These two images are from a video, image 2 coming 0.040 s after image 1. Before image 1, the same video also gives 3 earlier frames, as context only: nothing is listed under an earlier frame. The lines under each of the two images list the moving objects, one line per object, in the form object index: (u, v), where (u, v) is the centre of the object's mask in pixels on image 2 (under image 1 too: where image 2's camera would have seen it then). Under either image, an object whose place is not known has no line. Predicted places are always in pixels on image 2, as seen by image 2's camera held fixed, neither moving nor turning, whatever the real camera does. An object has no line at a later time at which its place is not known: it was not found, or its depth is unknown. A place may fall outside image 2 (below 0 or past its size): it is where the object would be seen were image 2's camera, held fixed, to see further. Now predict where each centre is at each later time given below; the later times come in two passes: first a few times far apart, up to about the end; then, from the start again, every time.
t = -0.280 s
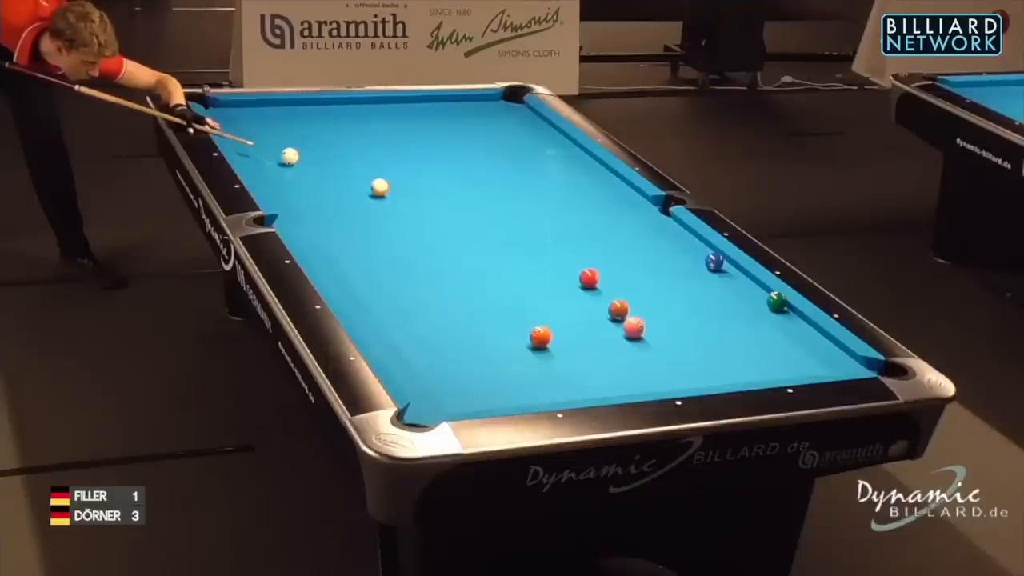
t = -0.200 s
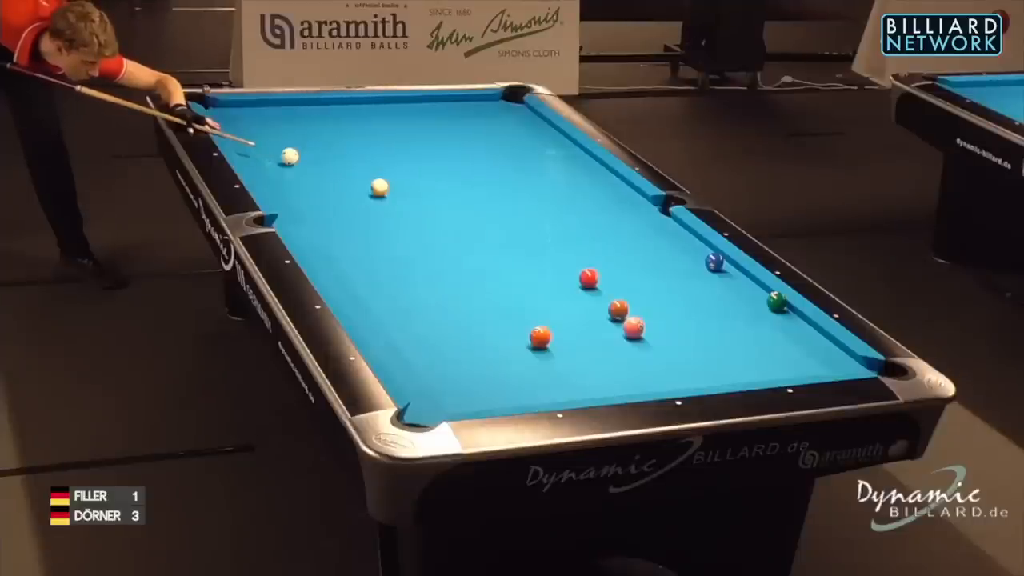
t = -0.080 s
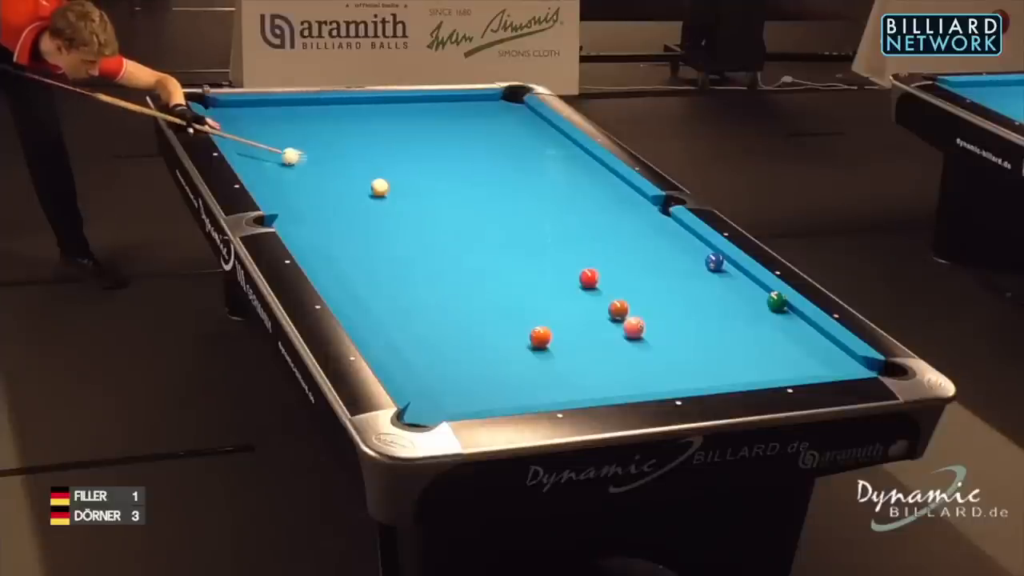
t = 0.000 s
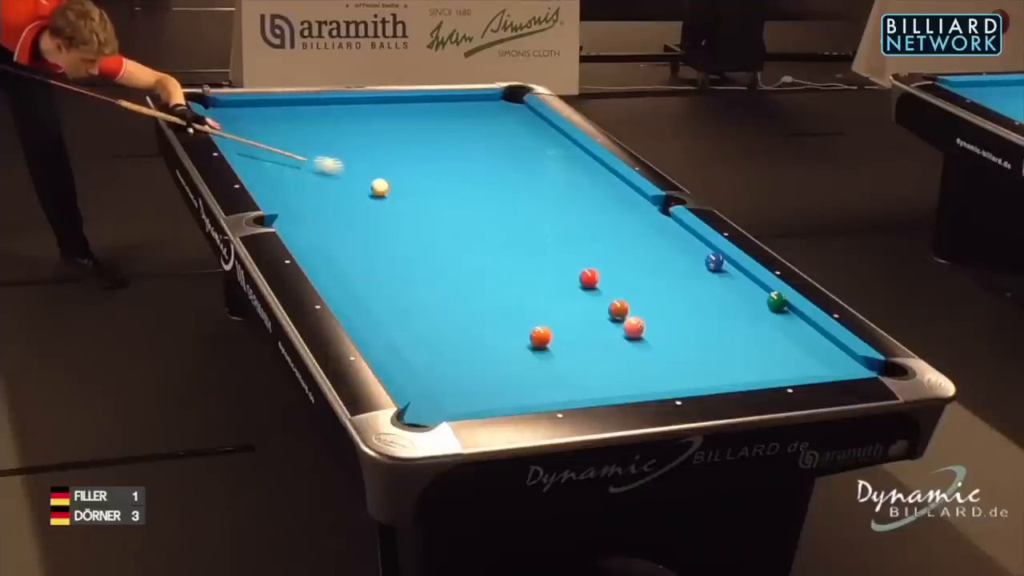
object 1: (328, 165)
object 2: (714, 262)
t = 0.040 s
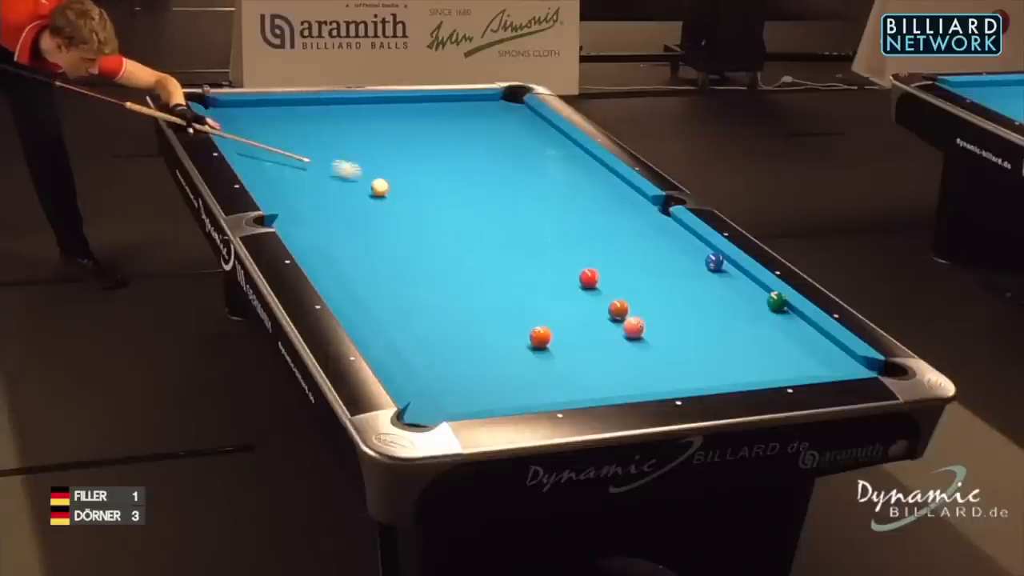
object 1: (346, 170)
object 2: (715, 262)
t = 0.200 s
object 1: (416, 187)
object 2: (714, 262)
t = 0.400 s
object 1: (503, 209)
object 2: (714, 262)
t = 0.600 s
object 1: (593, 231)
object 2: (714, 262)
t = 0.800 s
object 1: (687, 253)
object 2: (714, 262)
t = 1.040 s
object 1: (719, 258)
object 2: (724, 281)
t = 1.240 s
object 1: (713, 262)
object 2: (715, 295)
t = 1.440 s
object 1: (704, 266)
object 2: (705, 310)
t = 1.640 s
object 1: (694, 269)
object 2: (695, 324)
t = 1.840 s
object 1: (687, 272)
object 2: (685, 339)
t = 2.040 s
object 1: (678, 275)
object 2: (675, 353)
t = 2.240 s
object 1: (671, 278)
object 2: (664, 368)
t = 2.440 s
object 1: (665, 281)
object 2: (653, 381)
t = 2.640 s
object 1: (658, 283)
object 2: (635, 385)
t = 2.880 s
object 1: (652, 286)
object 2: (600, 383)
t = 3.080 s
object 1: (647, 288)
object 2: (574, 378)
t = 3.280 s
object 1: (643, 290)
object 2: (548, 372)
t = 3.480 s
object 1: (640, 291)
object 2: (524, 366)
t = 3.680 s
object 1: (637, 292)
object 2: (501, 361)
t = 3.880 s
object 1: (635, 293)
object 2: (480, 356)
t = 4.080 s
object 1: (634, 294)
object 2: (461, 351)
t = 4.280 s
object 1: (633, 294)
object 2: (443, 346)
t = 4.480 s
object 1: (633, 294)
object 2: (426, 342)
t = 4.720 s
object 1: (633, 294)
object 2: (408, 338)
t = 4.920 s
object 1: (633, 294)
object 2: (393, 335)
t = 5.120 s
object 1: (633, 294)
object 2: (381, 331)
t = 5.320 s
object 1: (633, 294)
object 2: (370, 328)
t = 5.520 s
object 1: (633, 294)
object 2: (370, 326)
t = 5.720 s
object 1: (633, 294)
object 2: (372, 325)
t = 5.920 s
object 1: (633, 294)
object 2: (373, 324)
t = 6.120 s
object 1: (633, 294)
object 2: (374, 323)
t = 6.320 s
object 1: (633, 294)
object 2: (374, 322)
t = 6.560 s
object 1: (633, 294)
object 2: (373, 322)
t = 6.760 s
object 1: (633, 294)
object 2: (373, 321)
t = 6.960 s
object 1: (633, 294)
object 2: (373, 321)
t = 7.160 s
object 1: (633, 294)
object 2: (373, 322)
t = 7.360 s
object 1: (633, 294)
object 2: (373, 322)
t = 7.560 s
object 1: (633, 294)
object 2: (373, 322)
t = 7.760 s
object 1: (633, 294)
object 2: (373, 322)
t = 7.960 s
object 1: (633, 294)
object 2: (373, 322)
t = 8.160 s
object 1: (633, 294)
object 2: (373, 322)
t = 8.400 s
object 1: (633, 294)
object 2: (373, 322)
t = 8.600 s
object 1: (633, 294)
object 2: (373, 322)
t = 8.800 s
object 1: (633, 294)
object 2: (373, 322)
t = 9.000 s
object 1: (633, 294)
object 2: (373, 322)
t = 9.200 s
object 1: (633, 294)
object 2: (373, 322)
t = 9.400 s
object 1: (633, 294)
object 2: (373, 322)
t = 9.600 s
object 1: (633, 294)
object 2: (373, 322)
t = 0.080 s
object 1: (362, 174)
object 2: (715, 262)
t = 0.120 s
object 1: (380, 175)
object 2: (714, 262)
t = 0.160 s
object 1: (399, 183)
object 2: (714, 262)
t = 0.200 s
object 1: (416, 187)
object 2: (714, 262)
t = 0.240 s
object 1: (433, 191)
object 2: (714, 262)
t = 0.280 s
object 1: (450, 196)
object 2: (714, 262)
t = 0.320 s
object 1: (468, 200)
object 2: (715, 262)
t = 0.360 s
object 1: (485, 204)
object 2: (714, 262)
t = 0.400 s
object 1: (503, 209)
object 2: (714, 262)
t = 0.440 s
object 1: (521, 213)
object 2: (714, 262)
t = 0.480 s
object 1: (539, 217)
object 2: (715, 262)
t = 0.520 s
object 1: (557, 222)
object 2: (715, 262)
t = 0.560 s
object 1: (575, 226)
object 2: (714, 262)
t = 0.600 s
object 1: (593, 231)
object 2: (714, 262)
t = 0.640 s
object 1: (612, 235)
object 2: (715, 262)
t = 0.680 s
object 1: (631, 240)
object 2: (714, 262)
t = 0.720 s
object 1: (649, 244)
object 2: (715, 262)
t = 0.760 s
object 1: (668, 249)
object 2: (714, 262)
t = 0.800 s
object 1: (687, 253)
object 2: (714, 262)
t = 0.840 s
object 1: (698, 256)
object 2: (720, 264)
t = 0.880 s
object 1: (700, 256)
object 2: (733, 269)
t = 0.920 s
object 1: (704, 256)
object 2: (732, 272)
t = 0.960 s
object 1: (709, 257)
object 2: (729, 276)
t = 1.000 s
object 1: (714, 257)
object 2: (726, 278)
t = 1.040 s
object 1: (719, 258)
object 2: (724, 281)
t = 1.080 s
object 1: (720, 259)
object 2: (723, 284)
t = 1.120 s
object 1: (719, 260)
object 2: (721, 287)
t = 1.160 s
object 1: (717, 260)
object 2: (719, 290)
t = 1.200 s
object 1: (715, 262)
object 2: (717, 292)
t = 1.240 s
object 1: (713, 262)
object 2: (715, 295)
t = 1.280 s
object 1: (711, 263)
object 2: (713, 298)
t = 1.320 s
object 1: (709, 264)
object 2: (711, 301)
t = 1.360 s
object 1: (708, 264)
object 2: (709, 304)
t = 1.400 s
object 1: (706, 265)
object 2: (707, 307)
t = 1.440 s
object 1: (704, 266)
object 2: (705, 310)
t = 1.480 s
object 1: (702, 266)
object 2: (704, 313)
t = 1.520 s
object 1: (700, 267)
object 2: (701, 315)
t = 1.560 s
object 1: (698, 268)
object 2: (700, 318)
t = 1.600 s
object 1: (696, 269)
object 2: (697, 321)
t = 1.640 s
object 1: (694, 269)
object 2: (695, 324)
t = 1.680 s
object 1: (693, 270)
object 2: (693, 327)
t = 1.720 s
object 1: (691, 270)
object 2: (691, 330)
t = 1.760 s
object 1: (690, 271)
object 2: (689, 333)
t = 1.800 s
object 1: (688, 272)
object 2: (687, 336)
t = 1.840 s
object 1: (687, 272)
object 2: (685, 339)
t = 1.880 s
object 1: (685, 273)
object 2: (683, 341)
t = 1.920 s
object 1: (683, 274)
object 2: (681, 344)
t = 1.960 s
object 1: (681, 274)
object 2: (679, 347)
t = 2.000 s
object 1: (680, 275)
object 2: (677, 351)
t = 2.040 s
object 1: (678, 275)
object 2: (675, 353)
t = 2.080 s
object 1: (677, 276)
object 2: (673, 356)
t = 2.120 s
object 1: (675, 276)
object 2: (670, 359)
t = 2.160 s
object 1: (674, 277)
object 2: (668, 362)
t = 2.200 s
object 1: (673, 278)
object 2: (666, 365)
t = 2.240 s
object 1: (671, 278)
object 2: (664, 368)
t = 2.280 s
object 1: (670, 279)
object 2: (662, 371)
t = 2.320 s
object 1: (669, 279)
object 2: (659, 374)
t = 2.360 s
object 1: (667, 280)
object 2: (657, 377)
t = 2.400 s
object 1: (666, 280)
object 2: (655, 379)
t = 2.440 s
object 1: (665, 281)
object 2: (653, 381)
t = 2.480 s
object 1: (663, 281)
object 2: (651, 383)
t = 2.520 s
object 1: (662, 282)
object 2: (648, 385)
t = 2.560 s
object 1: (661, 282)
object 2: (646, 386)
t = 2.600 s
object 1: (659, 283)
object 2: (641, 386)
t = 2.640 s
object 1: (658, 283)
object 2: (635, 385)
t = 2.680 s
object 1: (657, 284)
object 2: (629, 385)
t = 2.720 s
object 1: (656, 284)
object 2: (623, 385)
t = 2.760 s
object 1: (655, 285)
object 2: (617, 384)
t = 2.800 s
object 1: (654, 285)
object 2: (611, 384)
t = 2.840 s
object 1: (653, 286)
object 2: (606, 384)
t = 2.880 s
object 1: (652, 286)
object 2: (600, 383)
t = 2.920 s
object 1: (651, 287)
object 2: (595, 382)
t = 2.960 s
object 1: (650, 287)
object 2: (590, 381)
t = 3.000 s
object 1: (649, 287)
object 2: (584, 379)
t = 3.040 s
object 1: (648, 288)
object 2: (579, 379)
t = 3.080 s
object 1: (647, 288)
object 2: (574, 378)
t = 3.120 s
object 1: (647, 288)
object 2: (568, 376)
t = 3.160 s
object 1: (646, 289)
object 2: (563, 375)
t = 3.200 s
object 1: (645, 289)
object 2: (558, 374)
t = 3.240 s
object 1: (644, 289)
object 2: (553, 372)
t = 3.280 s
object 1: (643, 290)
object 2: (548, 372)
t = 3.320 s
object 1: (643, 290)
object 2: (543, 371)
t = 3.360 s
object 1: (642, 290)
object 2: (538, 370)
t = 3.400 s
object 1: (641, 291)
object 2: (534, 368)
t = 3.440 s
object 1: (641, 291)
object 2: (529, 367)
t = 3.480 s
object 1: (640, 291)
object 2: (524, 366)
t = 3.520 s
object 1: (640, 291)
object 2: (519, 365)
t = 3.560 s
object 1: (639, 292)
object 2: (515, 364)
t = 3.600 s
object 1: (638, 292)
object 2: (510, 363)
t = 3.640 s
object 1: (638, 292)
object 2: (506, 362)
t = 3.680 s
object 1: (637, 292)
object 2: (501, 361)
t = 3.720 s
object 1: (637, 293)
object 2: (497, 359)
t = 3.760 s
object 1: (636, 293)
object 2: (493, 359)
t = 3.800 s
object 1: (636, 293)
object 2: (488, 358)
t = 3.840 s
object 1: (636, 293)
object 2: (484, 356)
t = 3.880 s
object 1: (635, 293)
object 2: (480, 356)
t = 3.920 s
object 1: (635, 293)
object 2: (476, 355)
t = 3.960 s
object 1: (635, 293)
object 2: (472, 354)
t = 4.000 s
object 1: (634, 294)
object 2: (468, 353)
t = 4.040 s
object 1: (634, 294)
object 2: (464, 353)
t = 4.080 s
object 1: (634, 294)
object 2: (461, 351)
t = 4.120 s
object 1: (634, 294)
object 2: (457, 350)
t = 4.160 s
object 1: (634, 294)
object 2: (453, 349)
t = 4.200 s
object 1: (633, 294)
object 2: (450, 348)
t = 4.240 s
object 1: (633, 294)
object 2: (446, 347)
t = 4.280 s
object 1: (633, 294)
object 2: (443, 346)
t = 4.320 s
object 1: (633, 294)
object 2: (439, 345)
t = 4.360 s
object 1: (633, 294)
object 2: (436, 345)
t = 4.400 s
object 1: (633, 294)
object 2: (433, 344)
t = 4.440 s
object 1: (633, 294)
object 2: (429, 343)
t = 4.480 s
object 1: (633, 294)
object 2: (426, 342)
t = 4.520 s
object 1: (633, 294)
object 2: (423, 342)
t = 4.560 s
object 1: (633, 294)
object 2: (420, 341)
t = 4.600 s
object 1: (633, 294)
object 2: (416, 340)
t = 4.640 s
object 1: (633, 294)
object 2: (414, 339)
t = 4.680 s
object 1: (633, 294)
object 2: (411, 339)
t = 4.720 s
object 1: (633, 294)
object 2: (408, 338)
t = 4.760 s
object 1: (633, 294)
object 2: (405, 337)
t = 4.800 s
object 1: (633, 294)
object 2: (402, 337)
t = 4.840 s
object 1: (633, 294)
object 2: (399, 336)
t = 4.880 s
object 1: (633, 294)
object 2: (396, 335)
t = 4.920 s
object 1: (633, 294)
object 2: (393, 335)
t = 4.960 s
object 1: (633, 294)
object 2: (391, 334)
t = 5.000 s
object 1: (633, 294)
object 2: (388, 333)
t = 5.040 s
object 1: (633, 294)
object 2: (386, 332)
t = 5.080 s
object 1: (633, 294)
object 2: (383, 332)
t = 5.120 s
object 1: (633, 294)
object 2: (381, 331)
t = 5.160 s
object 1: (633, 294)
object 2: (378, 331)
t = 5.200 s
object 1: (633, 294)
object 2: (376, 330)
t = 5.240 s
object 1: (633, 294)
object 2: (374, 330)
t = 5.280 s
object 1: (633, 294)
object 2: (372, 329)
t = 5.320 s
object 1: (633, 294)
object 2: (370, 328)
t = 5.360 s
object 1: (633, 294)
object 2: (369, 327)
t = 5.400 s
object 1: (633, 294)
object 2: (369, 327)
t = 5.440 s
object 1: (633, 294)
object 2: (369, 326)
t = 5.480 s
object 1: (633, 294)
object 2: (369, 326)
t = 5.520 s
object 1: (633, 294)
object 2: (370, 326)
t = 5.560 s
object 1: (633, 294)
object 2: (370, 326)
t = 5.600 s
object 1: (633, 294)
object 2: (371, 326)
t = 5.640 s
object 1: (633, 294)
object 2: (371, 326)
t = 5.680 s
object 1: (633, 294)
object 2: (372, 325)
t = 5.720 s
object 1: (633, 294)
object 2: (372, 325)
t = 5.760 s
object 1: (633, 294)
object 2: (372, 325)
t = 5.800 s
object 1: (633, 294)
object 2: (373, 324)
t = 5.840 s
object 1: (633, 294)
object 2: (373, 324)
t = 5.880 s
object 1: (633, 294)
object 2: (373, 324)
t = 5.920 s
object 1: (633, 294)
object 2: (373, 324)
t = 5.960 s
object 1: (633, 294)
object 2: (374, 323)
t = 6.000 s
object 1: (633, 294)
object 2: (374, 323)
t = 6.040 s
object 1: (633, 294)
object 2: (374, 323)
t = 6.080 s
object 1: (633, 294)
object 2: (374, 323)
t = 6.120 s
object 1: (633, 294)
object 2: (374, 323)
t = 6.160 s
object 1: (633, 294)
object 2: (374, 323)
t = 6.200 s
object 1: (633, 294)
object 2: (374, 323)
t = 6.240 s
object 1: (633, 294)
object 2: (374, 322)
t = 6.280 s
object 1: (633, 294)
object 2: (374, 322)
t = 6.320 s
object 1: (633, 294)
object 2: (374, 322)
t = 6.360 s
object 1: (633, 294)
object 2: (374, 322)
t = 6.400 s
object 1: (633, 294)
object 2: (373, 322)
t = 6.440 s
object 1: (633, 294)
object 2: (373, 322)
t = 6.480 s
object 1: (633, 294)
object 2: (373, 322)
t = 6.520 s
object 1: (633, 294)
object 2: (373, 322)
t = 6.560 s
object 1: (633, 294)
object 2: (373, 322)
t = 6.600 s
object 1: (633, 294)
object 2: (373, 321)
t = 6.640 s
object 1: (633, 294)
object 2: (373, 321)
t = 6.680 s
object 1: (633, 294)
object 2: (373, 321)
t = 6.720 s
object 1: (633, 294)
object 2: (373, 321)
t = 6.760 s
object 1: (633, 294)
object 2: (373, 321)
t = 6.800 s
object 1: (633, 294)
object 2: (373, 321)
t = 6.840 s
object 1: (633, 294)
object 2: (373, 321)
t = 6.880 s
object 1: (633, 294)
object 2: (373, 321)
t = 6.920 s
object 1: (633, 294)
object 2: (373, 321)
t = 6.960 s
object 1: (633, 294)
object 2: (373, 321)
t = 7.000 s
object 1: (633, 294)
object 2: (373, 322)
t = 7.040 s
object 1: (633, 294)
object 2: (373, 322)
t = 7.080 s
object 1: (633, 294)
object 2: (373, 322)
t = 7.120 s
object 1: (633, 294)
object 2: (373, 322)
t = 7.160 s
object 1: (633, 294)
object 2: (373, 322)
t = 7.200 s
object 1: (633, 294)
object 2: (373, 322)
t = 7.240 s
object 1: (633, 294)
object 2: (373, 322)
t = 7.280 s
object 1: (633, 294)
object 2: (373, 322)
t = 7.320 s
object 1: (633, 294)
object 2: (373, 322)
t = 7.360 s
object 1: (633, 294)
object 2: (373, 322)
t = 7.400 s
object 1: (633, 294)
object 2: (373, 322)
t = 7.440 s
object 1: (633, 294)
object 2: (373, 322)
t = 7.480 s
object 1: (633, 294)
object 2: (373, 322)
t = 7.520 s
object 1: (633, 294)
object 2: (373, 322)
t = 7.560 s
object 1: (633, 294)
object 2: (373, 322)
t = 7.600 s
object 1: (633, 294)
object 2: (373, 322)
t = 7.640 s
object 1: (633, 294)
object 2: (373, 322)
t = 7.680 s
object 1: (633, 294)
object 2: (373, 322)
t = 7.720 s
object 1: (633, 294)
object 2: (373, 322)
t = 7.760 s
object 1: (633, 294)
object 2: (373, 322)
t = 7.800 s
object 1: (633, 294)
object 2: (373, 322)
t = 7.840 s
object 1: (633, 294)
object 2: (373, 322)
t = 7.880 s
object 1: (633, 294)
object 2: (373, 322)
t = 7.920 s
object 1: (633, 294)
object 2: (373, 322)
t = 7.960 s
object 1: (633, 294)
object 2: (373, 322)
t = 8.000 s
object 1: (633, 294)
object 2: (373, 322)
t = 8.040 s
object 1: (633, 294)
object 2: (373, 322)
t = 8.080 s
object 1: (633, 294)
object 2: (373, 322)
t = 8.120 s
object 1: (633, 294)
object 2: (373, 322)
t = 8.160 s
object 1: (633, 294)
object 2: (373, 322)
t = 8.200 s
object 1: (633, 294)
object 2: (373, 322)
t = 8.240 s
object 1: (633, 294)
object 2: (373, 322)
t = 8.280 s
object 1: (633, 294)
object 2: (373, 322)
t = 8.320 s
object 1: (633, 294)
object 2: (373, 322)
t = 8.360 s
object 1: (633, 294)
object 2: (373, 322)
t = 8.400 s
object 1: (633, 294)
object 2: (373, 322)
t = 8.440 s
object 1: (633, 294)
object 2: (373, 322)
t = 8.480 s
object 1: (633, 294)
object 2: (373, 322)
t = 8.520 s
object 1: (633, 294)
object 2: (373, 322)
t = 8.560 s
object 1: (633, 294)
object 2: (373, 322)
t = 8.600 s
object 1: (633, 294)
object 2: (373, 322)
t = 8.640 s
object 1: (633, 294)
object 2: (373, 322)
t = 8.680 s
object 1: (633, 294)
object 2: (373, 322)
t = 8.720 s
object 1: (633, 294)
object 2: (373, 322)
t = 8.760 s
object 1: (633, 294)
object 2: (373, 322)
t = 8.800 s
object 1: (633, 294)
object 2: (373, 322)
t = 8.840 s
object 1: (633, 294)
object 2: (373, 322)
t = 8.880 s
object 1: (633, 294)
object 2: (373, 322)
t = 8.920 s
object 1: (633, 294)
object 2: (373, 322)
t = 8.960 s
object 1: (633, 294)
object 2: (373, 322)
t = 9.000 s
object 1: (633, 294)
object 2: (373, 322)
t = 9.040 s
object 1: (633, 294)
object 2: (373, 322)
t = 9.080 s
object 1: (633, 294)
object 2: (373, 322)
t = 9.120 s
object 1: (633, 294)
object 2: (373, 322)
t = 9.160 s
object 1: (633, 294)
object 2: (373, 322)
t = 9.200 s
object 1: (633, 294)
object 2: (373, 322)
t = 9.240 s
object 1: (633, 294)
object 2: (373, 322)
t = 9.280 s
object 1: (633, 294)
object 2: (373, 322)
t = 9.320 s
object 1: (633, 294)
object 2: (373, 322)
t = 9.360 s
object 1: (633, 294)
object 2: (373, 322)
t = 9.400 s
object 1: (633, 294)
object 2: (373, 322)
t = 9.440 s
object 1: (633, 294)
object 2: (373, 322)
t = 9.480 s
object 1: (633, 294)
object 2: (373, 322)
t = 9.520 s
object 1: (633, 294)
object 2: (373, 322)
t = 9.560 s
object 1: (633, 294)
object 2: (373, 322)
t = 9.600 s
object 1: (633, 294)
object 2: (373, 322)
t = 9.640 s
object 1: (633, 294)
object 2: (373, 322)
